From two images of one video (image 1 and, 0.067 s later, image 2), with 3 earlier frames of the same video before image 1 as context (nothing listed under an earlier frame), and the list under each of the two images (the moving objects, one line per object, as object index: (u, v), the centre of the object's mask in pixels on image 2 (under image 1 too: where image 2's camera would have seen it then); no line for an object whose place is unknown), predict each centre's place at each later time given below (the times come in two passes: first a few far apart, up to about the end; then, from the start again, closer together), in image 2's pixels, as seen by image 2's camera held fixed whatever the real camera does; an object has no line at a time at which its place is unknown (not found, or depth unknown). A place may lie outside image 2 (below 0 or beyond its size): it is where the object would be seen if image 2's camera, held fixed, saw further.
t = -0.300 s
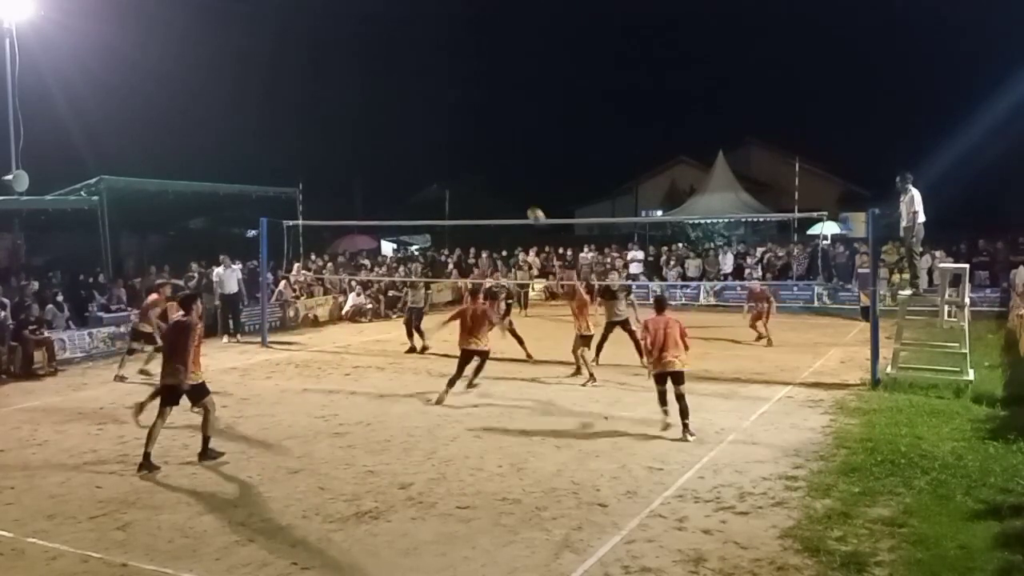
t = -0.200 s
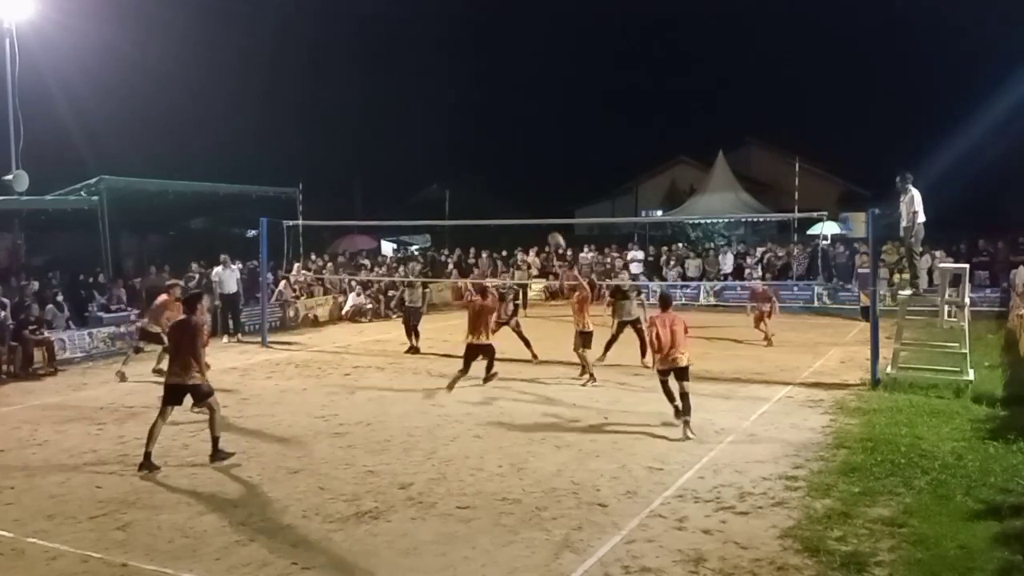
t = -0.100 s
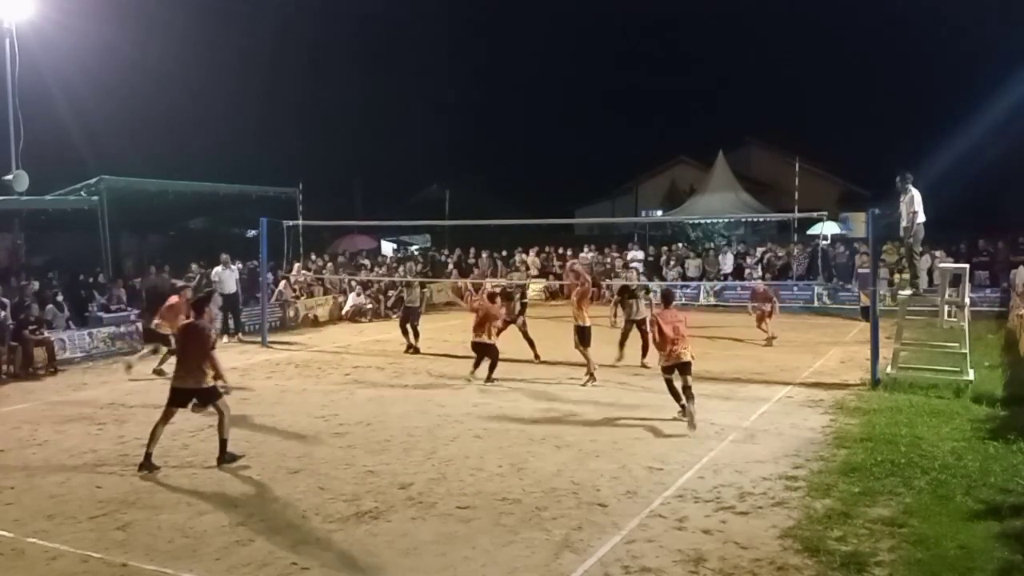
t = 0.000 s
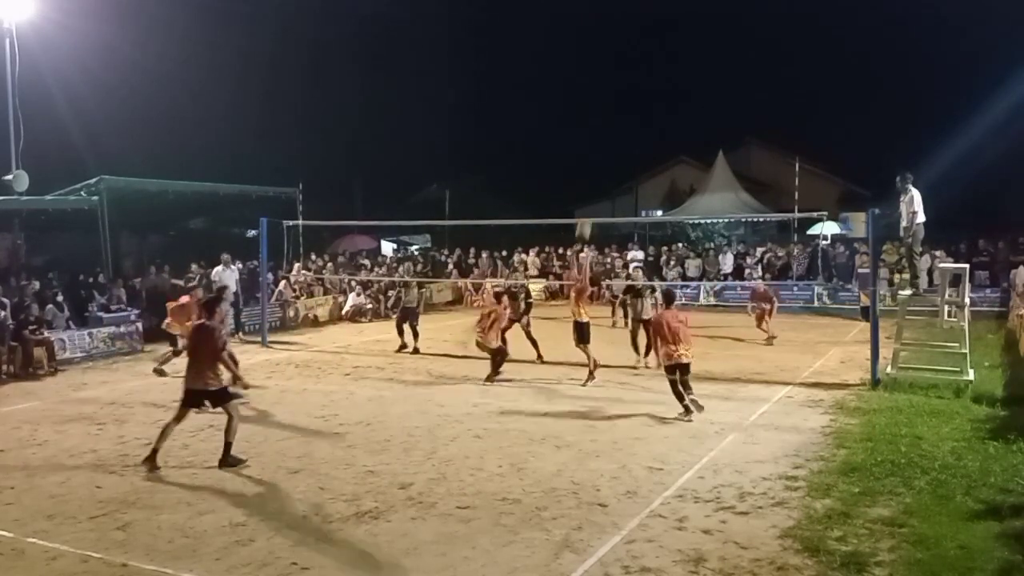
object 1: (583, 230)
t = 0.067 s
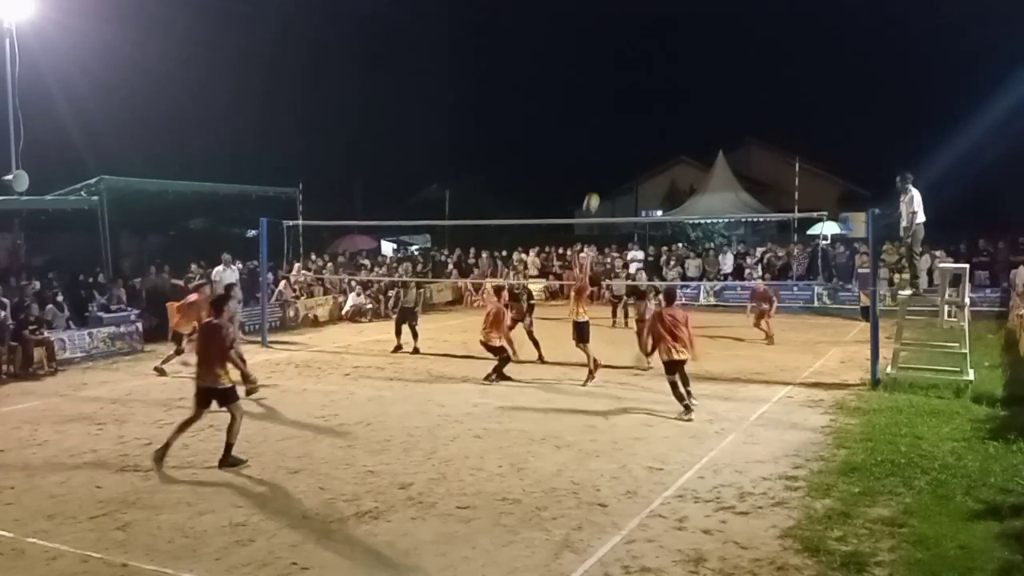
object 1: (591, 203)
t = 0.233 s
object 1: (608, 152)
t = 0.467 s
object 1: (633, 114)
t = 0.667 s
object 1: (654, 111)
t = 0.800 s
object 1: (667, 124)
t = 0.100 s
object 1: (594, 191)
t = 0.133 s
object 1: (598, 181)
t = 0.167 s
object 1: (601, 171)
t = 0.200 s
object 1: (605, 161)
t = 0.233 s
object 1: (608, 152)
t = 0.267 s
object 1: (612, 145)
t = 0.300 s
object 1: (615, 138)
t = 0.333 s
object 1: (619, 132)
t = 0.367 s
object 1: (623, 126)
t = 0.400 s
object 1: (626, 121)
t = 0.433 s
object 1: (629, 117)
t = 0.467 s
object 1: (633, 114)
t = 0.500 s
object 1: (637, 112)
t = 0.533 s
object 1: (640, 110)
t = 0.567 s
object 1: (643, 109)
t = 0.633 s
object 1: (650, 110)
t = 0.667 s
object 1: (654, 111)
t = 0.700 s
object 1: (657, 113)
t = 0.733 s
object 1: (661, 116)
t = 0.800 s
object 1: (667, 124)
